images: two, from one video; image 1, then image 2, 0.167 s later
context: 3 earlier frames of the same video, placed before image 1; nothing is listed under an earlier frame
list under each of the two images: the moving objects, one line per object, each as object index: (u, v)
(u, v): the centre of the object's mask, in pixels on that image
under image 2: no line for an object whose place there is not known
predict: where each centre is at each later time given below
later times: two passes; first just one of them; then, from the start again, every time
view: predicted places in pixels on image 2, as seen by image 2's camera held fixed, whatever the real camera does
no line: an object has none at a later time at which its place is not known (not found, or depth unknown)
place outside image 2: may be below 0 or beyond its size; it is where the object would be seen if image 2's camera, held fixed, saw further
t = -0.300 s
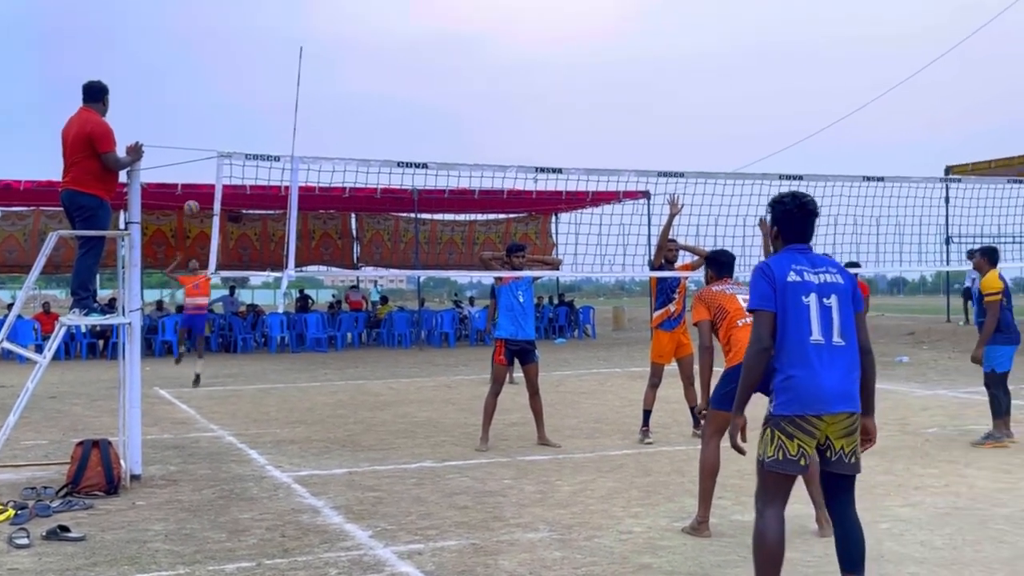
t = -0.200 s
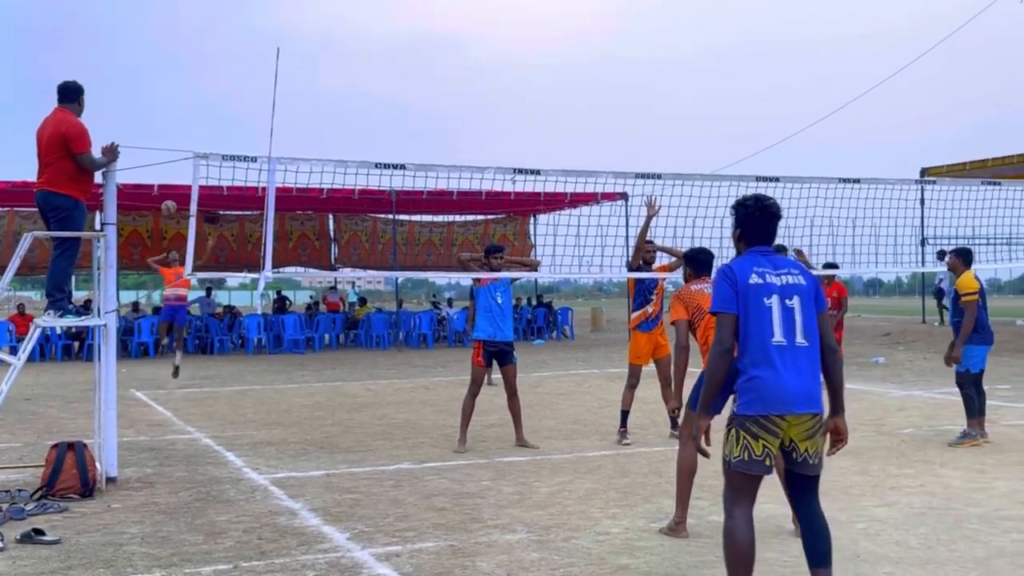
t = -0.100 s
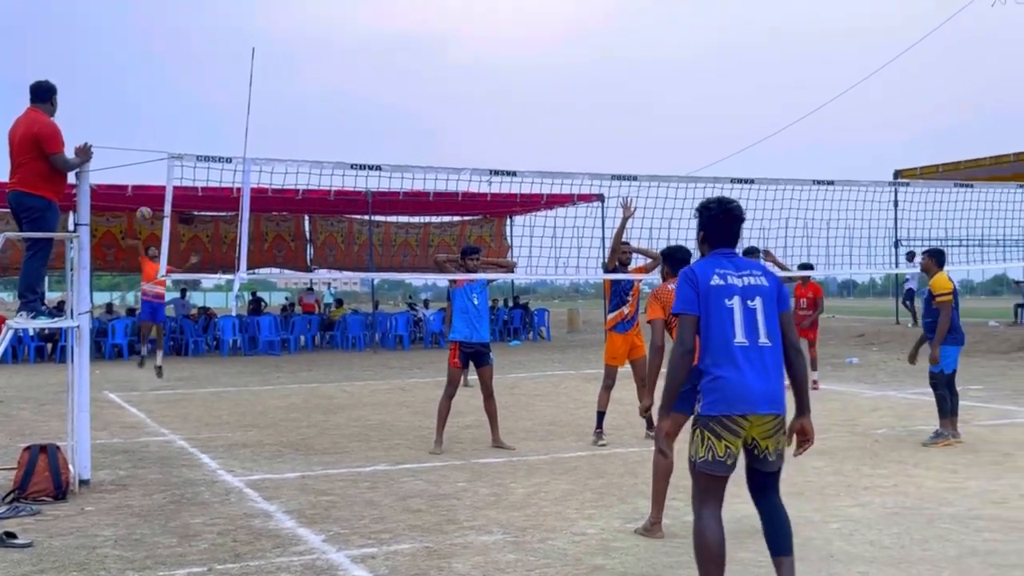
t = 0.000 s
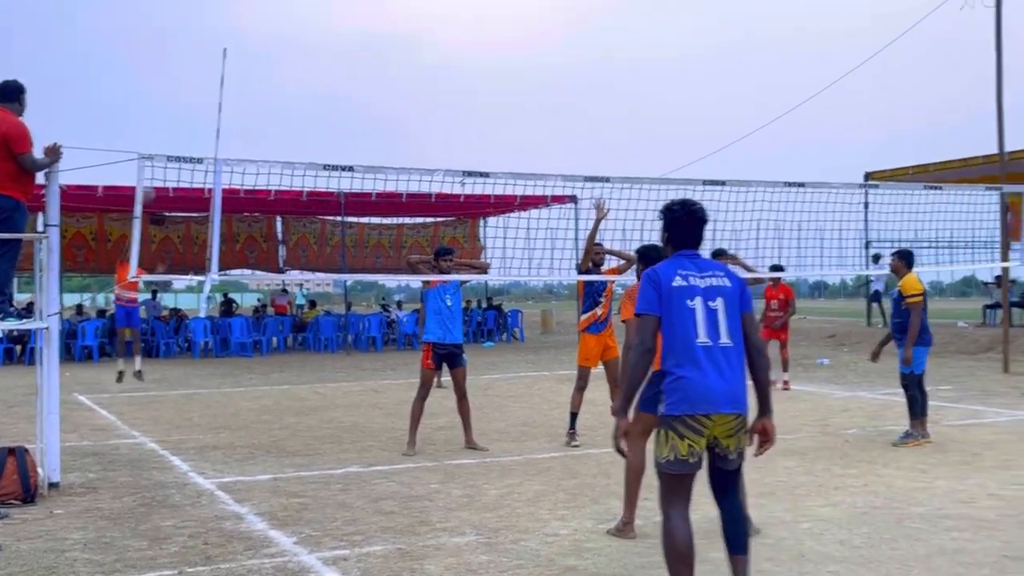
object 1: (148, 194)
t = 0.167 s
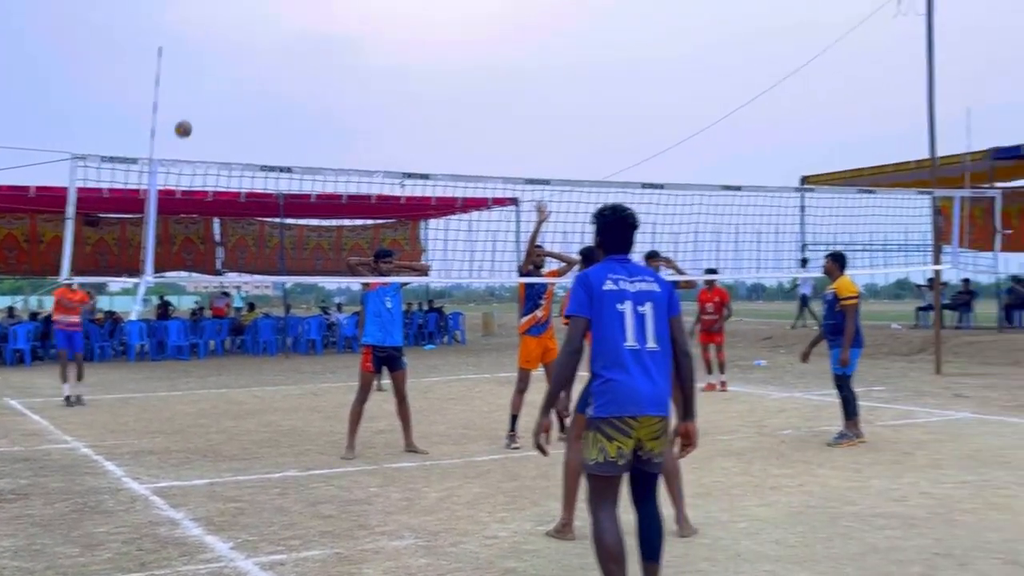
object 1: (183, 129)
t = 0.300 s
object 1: (268, 86)
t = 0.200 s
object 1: (203, 117)
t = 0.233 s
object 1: (224, 106)
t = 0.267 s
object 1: (246, 96)
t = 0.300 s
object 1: (268, 86)
